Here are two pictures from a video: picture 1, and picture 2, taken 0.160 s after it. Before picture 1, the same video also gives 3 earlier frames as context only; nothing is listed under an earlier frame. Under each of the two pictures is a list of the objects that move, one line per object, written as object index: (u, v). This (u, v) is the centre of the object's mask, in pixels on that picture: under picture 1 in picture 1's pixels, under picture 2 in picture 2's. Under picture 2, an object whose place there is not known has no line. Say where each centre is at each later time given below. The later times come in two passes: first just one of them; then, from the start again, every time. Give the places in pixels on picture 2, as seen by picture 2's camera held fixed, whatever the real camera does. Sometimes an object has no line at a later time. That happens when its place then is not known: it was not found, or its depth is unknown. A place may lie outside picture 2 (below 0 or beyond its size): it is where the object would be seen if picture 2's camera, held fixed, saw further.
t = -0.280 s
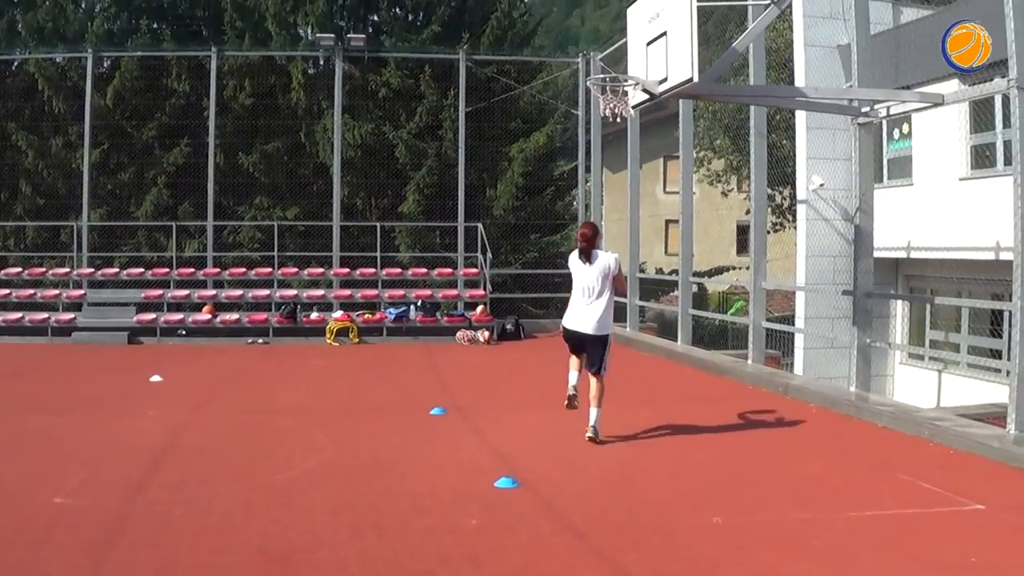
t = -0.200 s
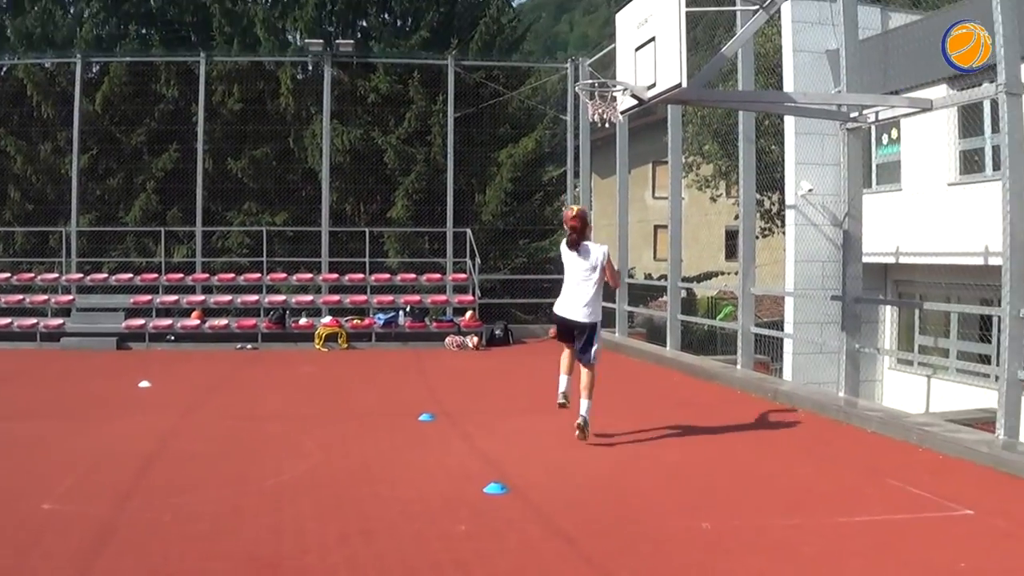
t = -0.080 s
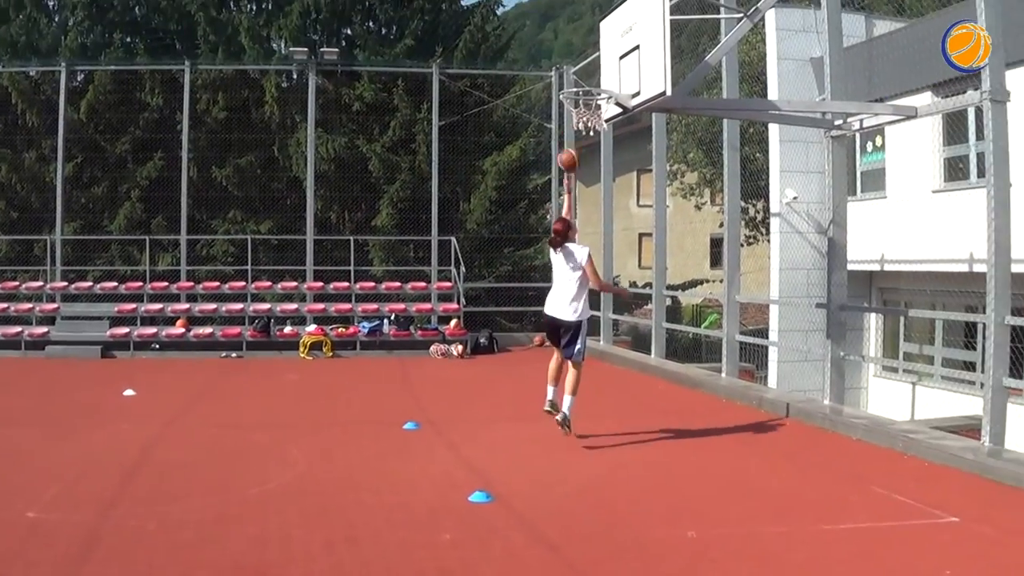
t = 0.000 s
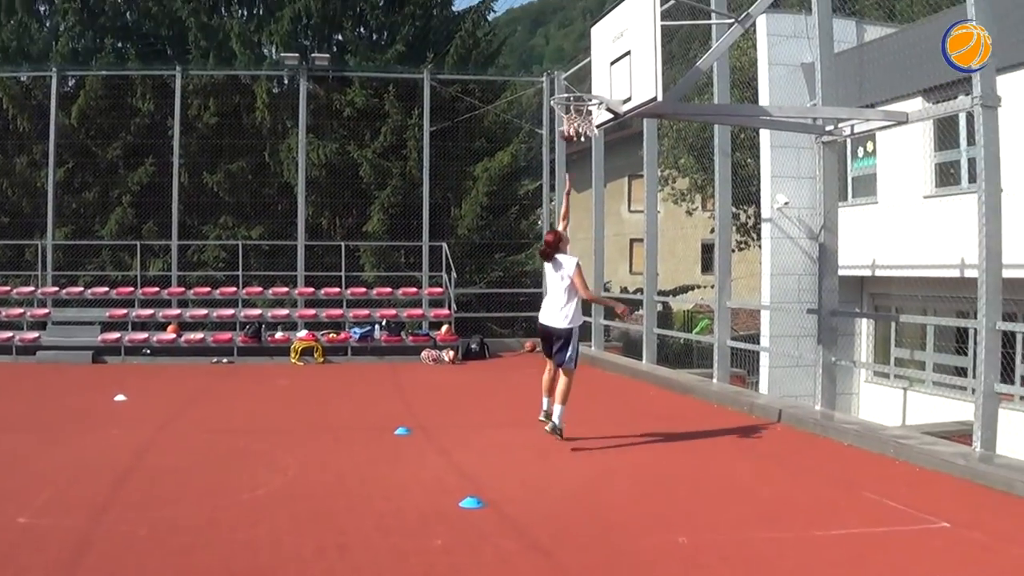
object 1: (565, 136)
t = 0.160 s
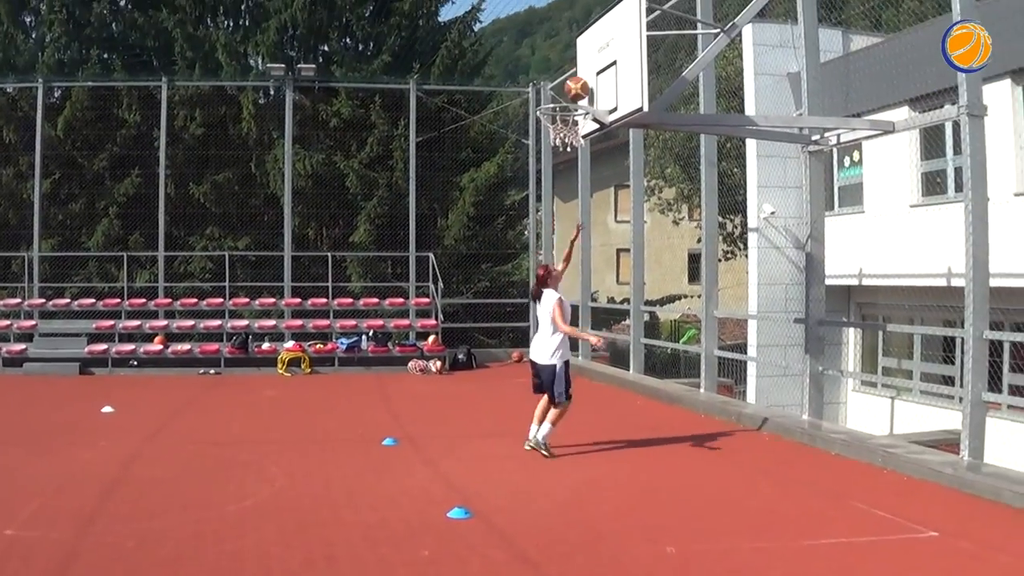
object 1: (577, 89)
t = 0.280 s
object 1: (574, 73)
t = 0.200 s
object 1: (581, 81)
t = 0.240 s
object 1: (577, 76)
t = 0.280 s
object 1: (574, 73)
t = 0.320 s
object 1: (572, 71)
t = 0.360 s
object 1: (569, 73)
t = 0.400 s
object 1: (566, 76)
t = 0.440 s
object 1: (564, 80)
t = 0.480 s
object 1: (562, 85)
